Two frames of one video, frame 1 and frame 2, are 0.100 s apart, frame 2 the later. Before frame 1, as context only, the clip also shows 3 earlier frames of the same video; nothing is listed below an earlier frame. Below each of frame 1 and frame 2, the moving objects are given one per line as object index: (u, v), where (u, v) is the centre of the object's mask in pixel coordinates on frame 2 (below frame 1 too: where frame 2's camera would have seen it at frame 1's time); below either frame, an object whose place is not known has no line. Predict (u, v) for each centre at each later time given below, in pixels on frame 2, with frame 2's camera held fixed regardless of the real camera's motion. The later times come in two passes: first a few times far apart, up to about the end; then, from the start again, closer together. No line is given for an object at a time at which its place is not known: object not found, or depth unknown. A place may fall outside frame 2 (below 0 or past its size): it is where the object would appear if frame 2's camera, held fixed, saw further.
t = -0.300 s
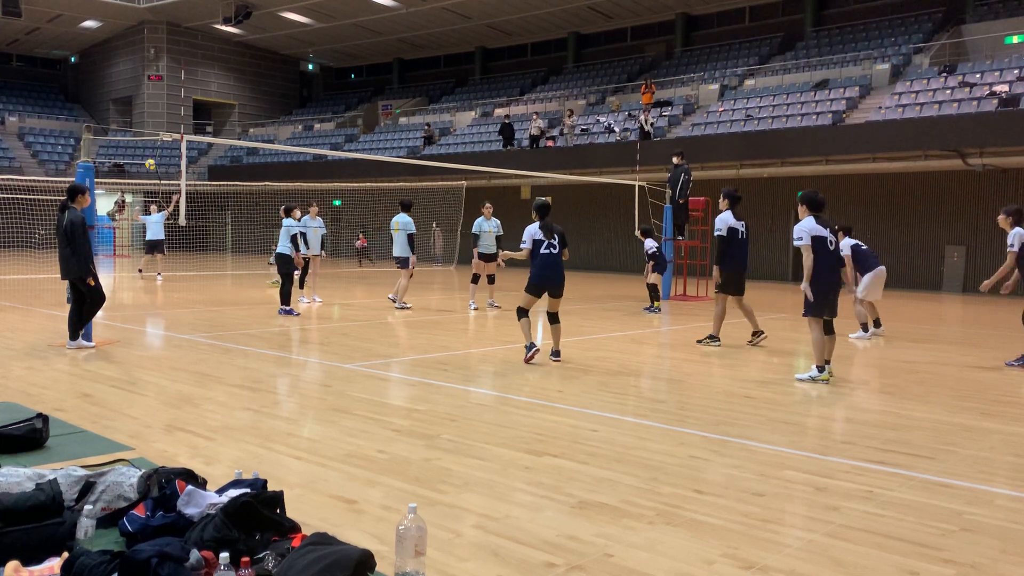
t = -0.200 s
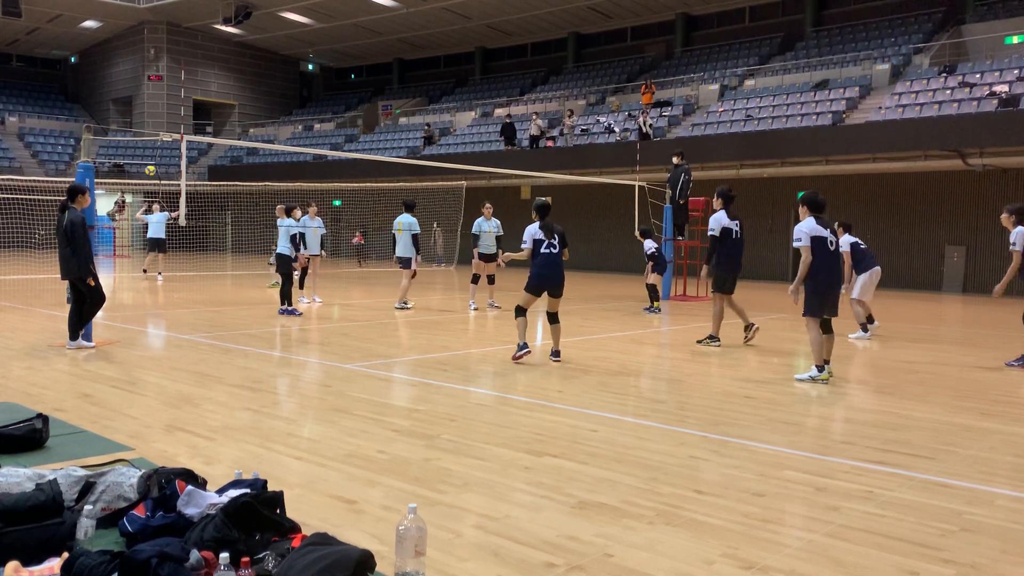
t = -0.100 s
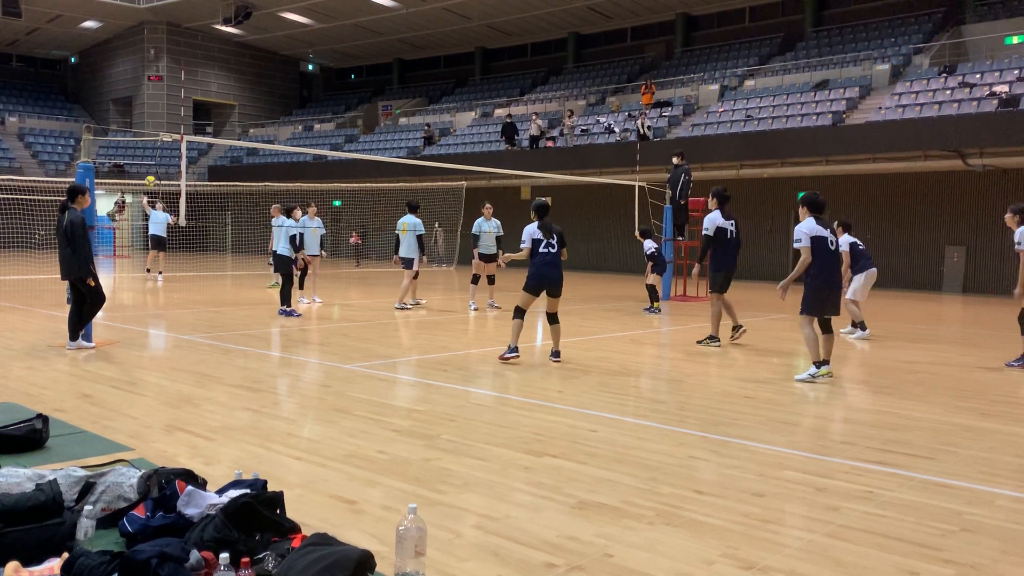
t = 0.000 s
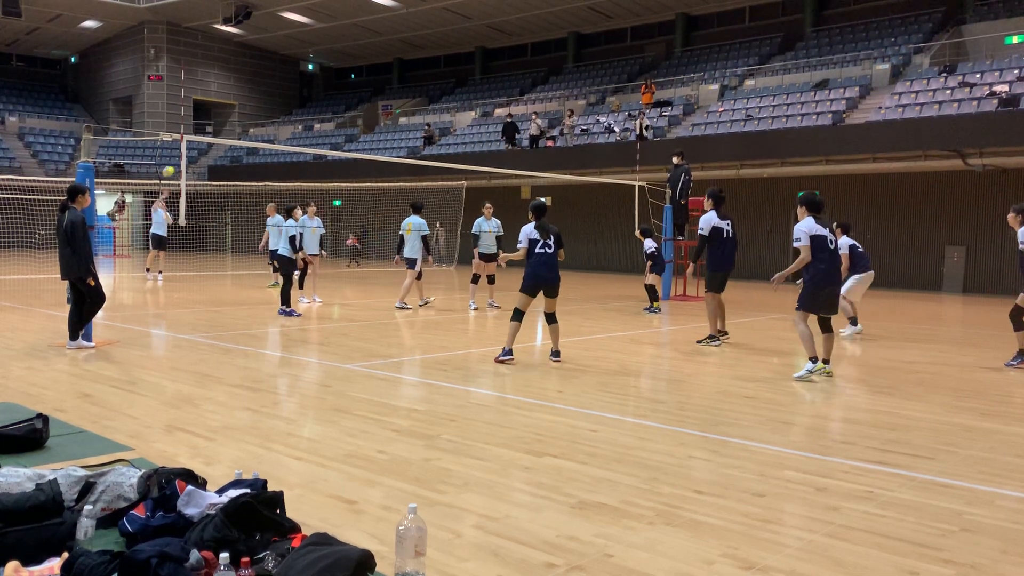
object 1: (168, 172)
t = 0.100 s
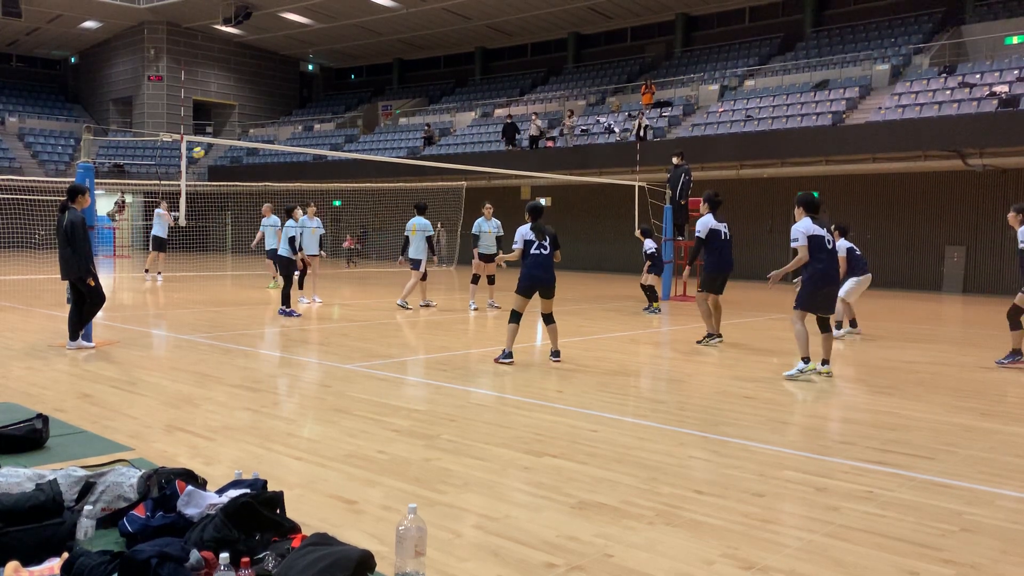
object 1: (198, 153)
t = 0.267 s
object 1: (254, 130)
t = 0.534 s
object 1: (361, 117)
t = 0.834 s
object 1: (506, 153)
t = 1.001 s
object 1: (605, 203)
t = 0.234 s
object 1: (242, 134)
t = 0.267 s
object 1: (254, 130)
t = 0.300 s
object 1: (266, 127)
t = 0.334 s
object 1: (279, 123)
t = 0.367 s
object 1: (292, 121)
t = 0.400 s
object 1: (305, 119)
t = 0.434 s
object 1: (319, 117)
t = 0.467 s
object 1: (332, 116)
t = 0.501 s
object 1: (347, 115)
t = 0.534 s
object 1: (361, 117)
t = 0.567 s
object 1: (375, 117)
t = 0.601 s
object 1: (390, 119)
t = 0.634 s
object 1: (405, 121)
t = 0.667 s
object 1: (421, 125)
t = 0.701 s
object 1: (438, 129)
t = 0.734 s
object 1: (453, 133)
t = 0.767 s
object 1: (471, 139)
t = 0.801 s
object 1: (488, 145)
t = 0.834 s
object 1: (506, 153)
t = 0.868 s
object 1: (525, 161)
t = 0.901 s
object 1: (543, 169)
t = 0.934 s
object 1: (563, 180)
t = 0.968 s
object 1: (584, 190)
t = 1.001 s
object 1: (605, 203)
